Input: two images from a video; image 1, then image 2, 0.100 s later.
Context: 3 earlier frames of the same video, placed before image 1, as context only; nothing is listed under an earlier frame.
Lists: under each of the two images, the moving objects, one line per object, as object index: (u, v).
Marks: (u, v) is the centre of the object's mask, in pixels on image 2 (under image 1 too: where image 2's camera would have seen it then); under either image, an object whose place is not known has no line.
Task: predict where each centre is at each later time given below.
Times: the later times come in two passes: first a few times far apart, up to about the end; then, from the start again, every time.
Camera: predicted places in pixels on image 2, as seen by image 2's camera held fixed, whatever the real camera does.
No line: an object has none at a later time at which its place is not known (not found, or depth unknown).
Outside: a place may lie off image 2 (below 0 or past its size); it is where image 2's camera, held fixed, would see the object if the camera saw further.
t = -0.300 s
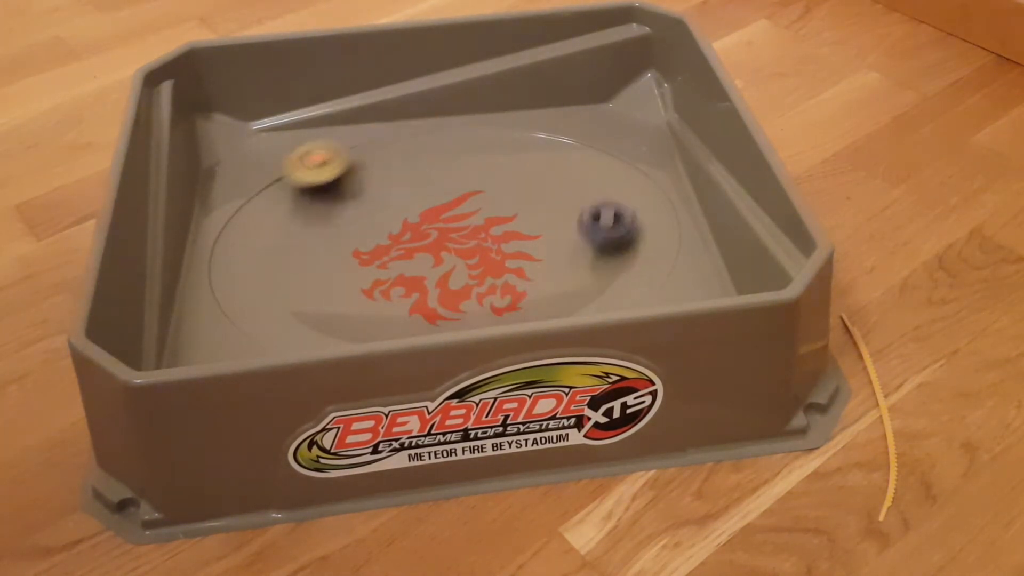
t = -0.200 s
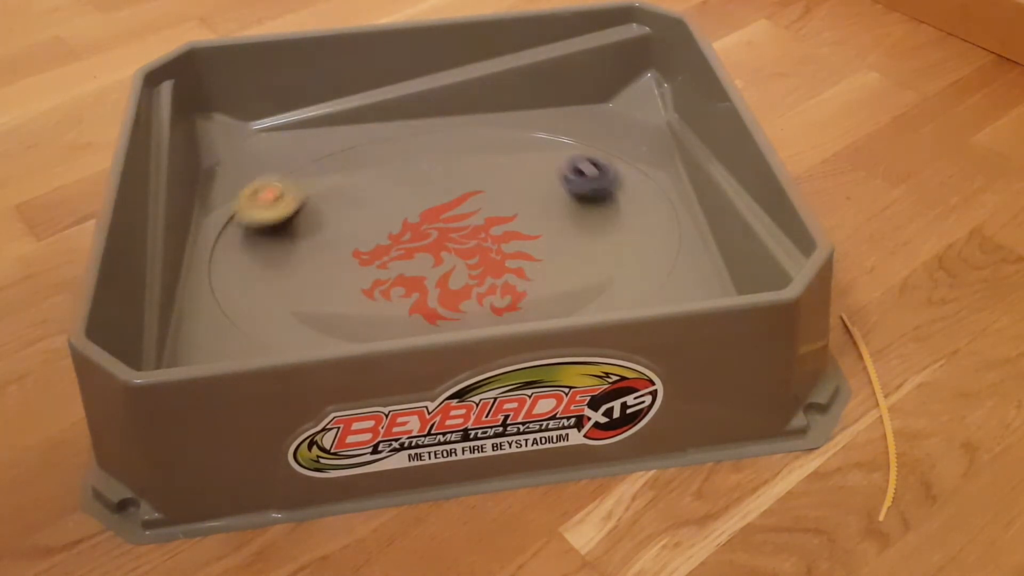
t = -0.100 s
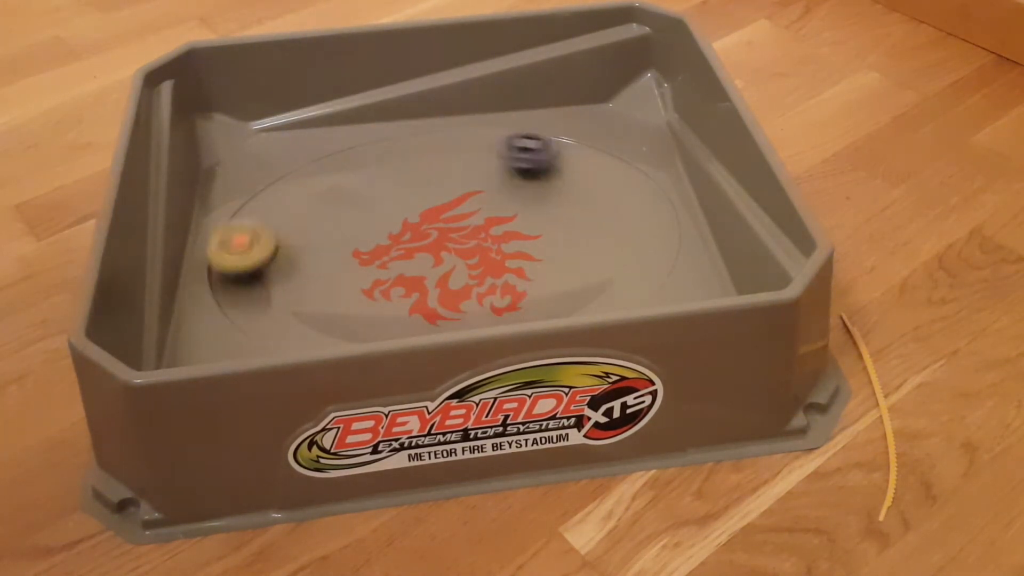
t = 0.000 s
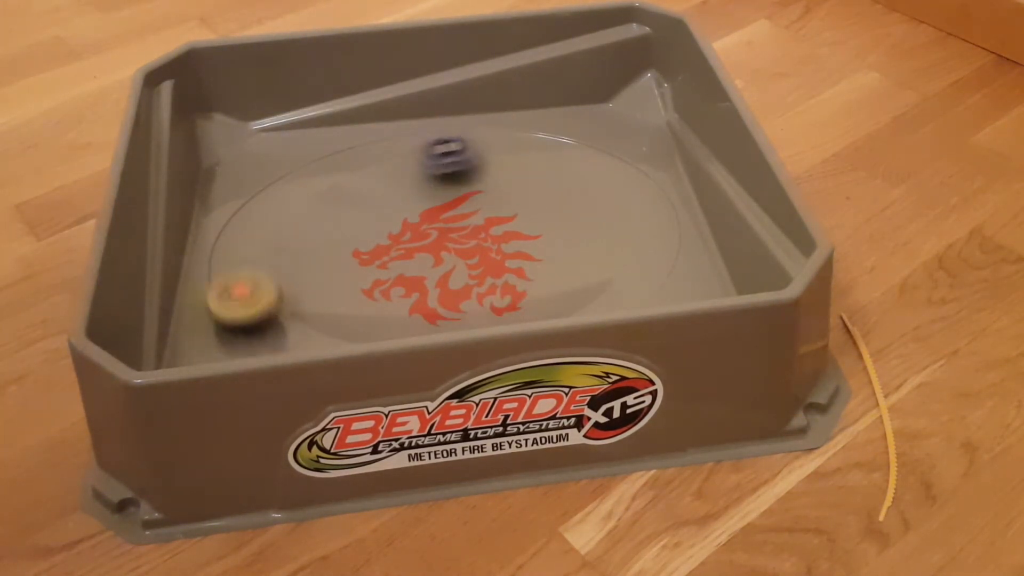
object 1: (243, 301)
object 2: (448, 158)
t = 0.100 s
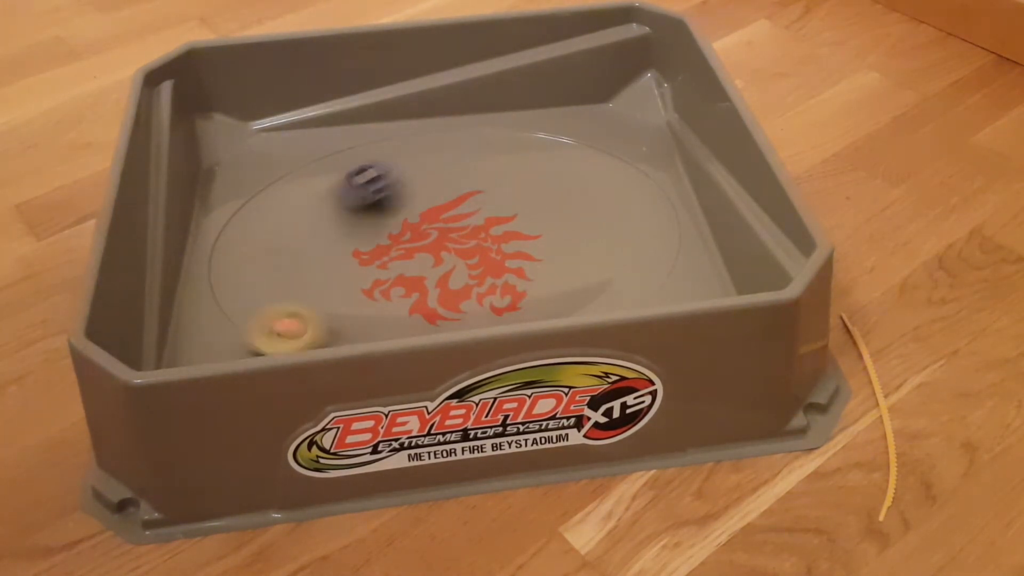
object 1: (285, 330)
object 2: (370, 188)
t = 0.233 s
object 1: (386, 334)
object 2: (303, 250)
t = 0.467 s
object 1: (562, 306)
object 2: (422, 319)
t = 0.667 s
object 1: (649, 241)
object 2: (582, 269)
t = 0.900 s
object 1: (625, 150)
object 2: (549, 174)
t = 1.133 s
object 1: (519, 123)
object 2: (384, 185)
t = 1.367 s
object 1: (418, 133)
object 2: (326, 291)
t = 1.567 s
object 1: (339, 206)
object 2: (475, 311)
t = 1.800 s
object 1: (400, 310)
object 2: (595, 222)
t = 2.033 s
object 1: (579, 276)
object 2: (482, 162)
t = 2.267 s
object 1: (563, 179)
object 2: (327, 229)
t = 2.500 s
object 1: (393, 198)
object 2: (382, 318)
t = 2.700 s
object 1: (323, 279)
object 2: (546, 290)
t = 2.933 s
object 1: (459, 312)
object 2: (558, 187)
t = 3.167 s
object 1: (548, 226)
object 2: (404, 181)
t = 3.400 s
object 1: (423, 178)
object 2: (318, 272)
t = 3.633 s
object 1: (312, 248)
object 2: (458, 310)
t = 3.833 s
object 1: (404, 305)
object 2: (569, 249)
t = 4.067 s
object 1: (552, 242)
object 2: (504, 175)
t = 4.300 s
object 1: (494, 169)
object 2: (356, 210)
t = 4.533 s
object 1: (365, 225)
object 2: (364, 300)
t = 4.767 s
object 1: (426, 306)
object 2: (527, 290)
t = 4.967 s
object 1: (559, 270)
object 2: (564, 210)
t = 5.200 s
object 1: (536, 192)
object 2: (445, 180)
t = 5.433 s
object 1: (385, 209)
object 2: (339, 250)
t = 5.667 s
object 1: (354, 273)
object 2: (420, 318)
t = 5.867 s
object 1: (454, 294)
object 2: (559, 285)
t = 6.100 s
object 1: (480, 234)
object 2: (598, 171)
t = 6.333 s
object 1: (392, 210)
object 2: (565, 130)
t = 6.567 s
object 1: (337, 255)
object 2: (505, 124)
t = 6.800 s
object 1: (437, 291)
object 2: (432, 176)
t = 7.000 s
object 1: (520, 245)
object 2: (387, 258)
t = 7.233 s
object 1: (507, 180)
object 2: (476, 305)
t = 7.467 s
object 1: (401, 210)
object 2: (571, 251)
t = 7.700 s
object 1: (407, 288)
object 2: (489, 206)
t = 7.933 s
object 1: (516, 291)
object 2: (381, 237)
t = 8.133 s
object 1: (542, 232)
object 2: (358, 293)
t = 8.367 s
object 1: (445, 203)
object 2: (473, 301)
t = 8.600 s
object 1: (349, 239)
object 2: (496, 230)
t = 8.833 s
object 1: (379, 297)
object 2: (415, 197)
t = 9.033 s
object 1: (487, 281)
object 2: (343, 235)
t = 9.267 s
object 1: (517, 212)
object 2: (407, 288)
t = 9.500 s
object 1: (439, 185)
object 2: (508, 258)
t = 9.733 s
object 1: (385, 245)
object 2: (506, 196)
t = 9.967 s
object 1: (449, 297)
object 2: (405, 209)
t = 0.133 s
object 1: (306, 332)
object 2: (347, 202)
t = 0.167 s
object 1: (331, 335)
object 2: (328, 216)
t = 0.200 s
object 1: (353, 336)
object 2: (311, 234)
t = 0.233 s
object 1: (386, 334)
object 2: (303, 250)
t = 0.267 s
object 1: (410, 333)
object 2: (301, 268)
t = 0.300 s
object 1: (439, 329)
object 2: (307, 287)
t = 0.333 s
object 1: (466, 326)
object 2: (320, 299)
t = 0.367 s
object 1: (489, 322)
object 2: (336, 311)
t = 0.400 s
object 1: (521, 316)
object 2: (361, 320)
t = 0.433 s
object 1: (542, 312)
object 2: (390, 320)
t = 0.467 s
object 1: (562, 306)
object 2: (422, 319)
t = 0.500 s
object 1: (588, 300)
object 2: (451, 316)
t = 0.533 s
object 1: (608, 291)
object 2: (483, 311)
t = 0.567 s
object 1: (623, 282)
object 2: (513, 306)
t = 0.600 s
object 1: (636, 272)
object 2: (541, 298)
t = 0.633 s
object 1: (644, 258)
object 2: (564, 286)
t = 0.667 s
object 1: (649, 241)
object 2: (582, 269)
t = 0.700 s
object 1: (651, 227)
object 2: (594, 253)
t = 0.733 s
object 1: (655, 212)
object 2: (596, 238)
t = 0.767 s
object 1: (658, 195)
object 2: (593, 223)
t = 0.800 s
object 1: (659, 181)
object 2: (588, 208)
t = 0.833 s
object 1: (652, 166)
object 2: (578, 195)
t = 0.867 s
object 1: (638, 160)
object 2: (566, 183)
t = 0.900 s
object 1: (625, 150)
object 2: (549, 174)
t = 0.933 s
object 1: (607, 144)
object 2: (530, 167)
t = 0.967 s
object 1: (592, 140)
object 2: (508, 162)
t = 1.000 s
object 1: (577, 134)
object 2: (485, 163)
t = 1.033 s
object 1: (563, 128)
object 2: (460, 164)
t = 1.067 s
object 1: (549, 126)
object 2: (436, 168)
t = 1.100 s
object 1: (533, 125)
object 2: (410, 176)
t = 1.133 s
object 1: (519, 123)
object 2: (384, 185)
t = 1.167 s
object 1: (506, 121)
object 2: (361, 197)
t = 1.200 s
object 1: (492, 121)
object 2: (341, 212)
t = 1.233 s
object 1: (477, 120)
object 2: (326, 228)
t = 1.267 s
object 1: (463, 122)
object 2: (316, 243)
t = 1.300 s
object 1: (447, 124)
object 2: (312, 260)
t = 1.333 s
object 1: (432, 128)
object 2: (315, 275)
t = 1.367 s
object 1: (418, 133)
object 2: (326, 291)
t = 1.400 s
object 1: (405, 140)
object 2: (340, 303)
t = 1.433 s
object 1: (390, 148)
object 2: (362, 313)
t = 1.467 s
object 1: (378, 157)
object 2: (386, 316)
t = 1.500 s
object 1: (365, 170)
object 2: (416, 317)
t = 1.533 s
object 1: (350, 188)
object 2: (442, 314)
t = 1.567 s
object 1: (339, 206)
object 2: (475, 311)
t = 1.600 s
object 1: (331, 228)
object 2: (504, 305)
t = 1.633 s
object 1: (329, 246)
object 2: (533, 298)
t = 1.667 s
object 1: (332, 264)
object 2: (555, 287)
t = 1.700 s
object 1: (342, 280)
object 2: (574, 271)
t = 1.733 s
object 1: (358, 294)
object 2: (586, 255)
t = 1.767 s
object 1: (377, 304)
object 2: (594, 238)
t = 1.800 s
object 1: (400, 310)
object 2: (595, 222)
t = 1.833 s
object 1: (425, 312)
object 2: (591, 207)
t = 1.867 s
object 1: (454, 311)
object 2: (582, 193)
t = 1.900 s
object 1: (482, 307)
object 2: (568, 182)
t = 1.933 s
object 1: (508, 304)
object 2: (551, 174)
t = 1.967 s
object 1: (539, 296)
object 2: (531, 168)
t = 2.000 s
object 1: (563, 288)
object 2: (507, 163)
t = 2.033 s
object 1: (579, 276)
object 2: (482, 162)
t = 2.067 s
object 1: (595, 260)
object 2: (457, 164)
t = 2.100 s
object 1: (604, 243)
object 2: (432, 170)
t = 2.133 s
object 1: (607, 228)
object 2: (407, 177)
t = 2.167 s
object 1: (604, 213)
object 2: (384, 187)
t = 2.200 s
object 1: (594, 199)
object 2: (362, 199)
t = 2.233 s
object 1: (580, 188)
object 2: (341, 212)
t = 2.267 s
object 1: (563, 179)
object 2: (327, 229)
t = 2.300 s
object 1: (542, 174)
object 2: (319, 245)
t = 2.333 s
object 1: (519, 172)
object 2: (316, 261)
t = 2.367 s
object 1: (493, 171)
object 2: (317, 277)
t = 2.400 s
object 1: (469, 174)
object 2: (327, 291)
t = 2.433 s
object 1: (443, 180)
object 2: (340, 302)
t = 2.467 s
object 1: (417, 188)
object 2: (363, 313)
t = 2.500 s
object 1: (393, 198)
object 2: (382, 318)
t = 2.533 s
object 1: (372, 211)
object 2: (413, 317)
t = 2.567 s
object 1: (356, 224)
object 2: (441, 315)
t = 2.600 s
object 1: (335, 237)
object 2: (468, 311)
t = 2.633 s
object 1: (327, 250)
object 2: (498, 306)
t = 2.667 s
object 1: (321, 266)
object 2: (518, 299)
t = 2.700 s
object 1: (323, 279)
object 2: (546, 290)
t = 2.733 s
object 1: (328, 291)
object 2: (564, 275)
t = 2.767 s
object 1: (340, 304)
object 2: (577, 260)
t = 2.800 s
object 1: (361, 314)
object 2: (583, 243)
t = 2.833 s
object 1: (381, 317)
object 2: (585, 227)
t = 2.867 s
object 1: (405, 317)
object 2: (581, 213)
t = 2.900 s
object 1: (434, 315)
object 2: (572, 199)
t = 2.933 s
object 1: (459, 312)
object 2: (558, 187)
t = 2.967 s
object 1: (488, 306)
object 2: (542, 179)
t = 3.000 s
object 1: (511, 299)
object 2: (522, 174)
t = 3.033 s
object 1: (529, 289)
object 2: (500, 170)
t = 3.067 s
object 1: (544, 273)
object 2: (477, 169)
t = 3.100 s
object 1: (551, 256)
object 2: (454, 171)
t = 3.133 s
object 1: (552, 240)
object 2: (428, 175)
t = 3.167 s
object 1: (548, 226)
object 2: (404, 181)
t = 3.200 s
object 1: (539, 212)
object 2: (382, 190)
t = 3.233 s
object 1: (525, 199)
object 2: (360, 200)
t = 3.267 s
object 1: (509, 188)
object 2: (341, 213)
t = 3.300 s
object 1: (489, 181)
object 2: (328, 228)
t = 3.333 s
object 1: (468, 177)
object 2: (319, 242)
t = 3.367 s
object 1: (447, 176)
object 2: (316, 257)
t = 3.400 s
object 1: (423, 178)
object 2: (318, 272)
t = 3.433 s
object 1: (399, 182)
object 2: (325, 285)
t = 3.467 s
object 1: (378, 189)
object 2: (339, 298)
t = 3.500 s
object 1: (353, 194)
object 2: (357, 308)
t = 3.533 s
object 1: (336, 205)
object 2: (380, 314)
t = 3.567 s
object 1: (323, 221)
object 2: (403, 315)
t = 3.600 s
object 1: (315, 234)
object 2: (432, 313)
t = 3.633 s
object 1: (312, 248)
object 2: (458, 310)
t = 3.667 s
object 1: (314, 262)
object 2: (485, 306)
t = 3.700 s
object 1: (324, 276)
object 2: (509, 300)
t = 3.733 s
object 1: (337, 286)
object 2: (529, 291)
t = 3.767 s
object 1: (357, 295)
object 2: (548, 278)
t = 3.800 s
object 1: (381, 302)
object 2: (561, 264)
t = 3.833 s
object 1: (404, 305)
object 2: (569, 249)
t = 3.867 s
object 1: (433, 304)
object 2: (571, 234)
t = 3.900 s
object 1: (459, 301)
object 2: (569, 220)
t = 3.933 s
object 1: (484, 294)
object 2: (563, 206)
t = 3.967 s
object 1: (508, 285)
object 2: (552, 195)
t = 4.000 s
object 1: (528, 272)
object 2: (538, 186)
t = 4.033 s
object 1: (542, 257)
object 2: (523, 180)
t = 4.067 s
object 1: (552, 242)
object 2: (504, 175)
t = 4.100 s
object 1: (557, 227)
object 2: (484, 173)
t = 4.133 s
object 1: (558, 213)
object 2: (462, 174)
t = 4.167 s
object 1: (552, 200)
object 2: (440, 177)
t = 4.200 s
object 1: (544, 188)
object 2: (416, 182)
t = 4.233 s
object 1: (529, 178)
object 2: (393, 189)
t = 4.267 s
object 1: (514, 172)
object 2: (374, 199)
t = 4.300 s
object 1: (494, 169)
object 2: (356, 210)
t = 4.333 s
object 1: (474, 170)
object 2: (342, 224)
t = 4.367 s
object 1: (453, 173)
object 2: (337, 238)
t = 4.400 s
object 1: (432, 180)
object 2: (330, 251)
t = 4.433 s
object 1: (408, 188)
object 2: (330, 264)
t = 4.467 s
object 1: (391, 199)
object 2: (338, 279)
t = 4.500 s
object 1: (376, 212)
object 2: (348, 290)
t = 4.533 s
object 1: (365, 225)
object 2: (364, 300)
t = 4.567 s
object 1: (360, 241)
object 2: (385, 307)
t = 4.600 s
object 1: (361, 256)
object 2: (408, 310)
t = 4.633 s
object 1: (366, 270)
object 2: (428, 310)
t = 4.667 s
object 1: (374, 283)
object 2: (457, 308)
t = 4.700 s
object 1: (389, 293)
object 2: (484, 305)
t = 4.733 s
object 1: (405, 301)
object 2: (507, 299)
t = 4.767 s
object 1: (426, 306)
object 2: (527, 290)
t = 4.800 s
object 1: (451, 306)
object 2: (546, 278)
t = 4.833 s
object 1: (475, 303)
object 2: (559, 264)
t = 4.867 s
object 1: (501, 299)
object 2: (567, 250)
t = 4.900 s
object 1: (524, 293)
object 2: (570, 236)
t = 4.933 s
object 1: (543, 284)
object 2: (569, 221)
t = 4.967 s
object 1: (559, 270)
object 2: (564, 210)
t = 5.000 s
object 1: (571, 258)
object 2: (555, 199)
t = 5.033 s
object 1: (576, 244)
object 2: (542, 190)
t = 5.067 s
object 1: (577, 231)
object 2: (527, 184)
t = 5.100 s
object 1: (572, 218)
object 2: (507, 179)
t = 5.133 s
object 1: (564, 207)
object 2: (487, 177)
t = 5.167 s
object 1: (551, 199)
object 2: (467, 177)
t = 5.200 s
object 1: (536, 192)
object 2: (445, 180)
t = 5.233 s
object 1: (518, 187)
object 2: (423, 185)
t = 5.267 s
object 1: (494, 182)
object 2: (402, 192)
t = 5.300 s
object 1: (471, 183)
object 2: (383, 202)
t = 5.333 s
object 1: (450, 188)
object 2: (365, 213)
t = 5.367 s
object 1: (427, 194)
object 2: (352, 225)
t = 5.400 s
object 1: (405, 200)
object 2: (344, 238)
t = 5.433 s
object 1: (385, 209)
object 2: (339, 250)
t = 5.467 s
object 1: (370, 218)
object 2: (339, 263)
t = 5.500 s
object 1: (357, 229)
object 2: (343, 277)
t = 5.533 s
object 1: (350, 238)
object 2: (346, 291)
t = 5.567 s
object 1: (346, 247)
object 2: (358, 305)
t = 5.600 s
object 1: (345, 255)
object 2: (373, 314)
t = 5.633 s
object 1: (349, 264)
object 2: (395, 318)
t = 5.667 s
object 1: (354, 273)
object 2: (420, 318)
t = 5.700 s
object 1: (364, 281)
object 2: (447, 316)
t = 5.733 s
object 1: (377, 288)
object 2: (473, 312)
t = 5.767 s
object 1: (393, 294)
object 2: (497, 308)
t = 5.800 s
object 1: (413, 296)
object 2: (523, 302)
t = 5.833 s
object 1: (434, 297)
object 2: (544, 296)
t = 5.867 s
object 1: (454, 294)
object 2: (559, 285)
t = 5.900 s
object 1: (476, 288)
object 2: (570, 269)
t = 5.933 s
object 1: (493, 279)
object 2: (578, 254)
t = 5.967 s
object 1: (505, 267)
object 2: (579, 239)
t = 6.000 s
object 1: (517, 253)
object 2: (577, 228)
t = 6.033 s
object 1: (508, 249)
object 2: (585, 209)
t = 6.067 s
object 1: (494, 240)
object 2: (594, 189)
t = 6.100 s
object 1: (480, 234)
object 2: (598, 171)
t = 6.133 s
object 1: (467, 230)
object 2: (600, 158)
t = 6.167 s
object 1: (455, 224)
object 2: (602, 147)
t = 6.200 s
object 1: (442, 219)
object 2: (601, 138)
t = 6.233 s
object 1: (429, 214)
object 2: (588, 138)
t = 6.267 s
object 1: (417, 209)
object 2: (579, 134)
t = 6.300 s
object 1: (406, 210)
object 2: (572, 132)
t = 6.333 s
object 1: (392, 210)
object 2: (565, 130)
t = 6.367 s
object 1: (379, 212)
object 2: (554, 129)
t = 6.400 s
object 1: (367, 215)
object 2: (546, 126)
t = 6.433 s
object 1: (356, 221)
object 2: (538, 125)
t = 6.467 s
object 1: (346, 228)
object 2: (531, 124)
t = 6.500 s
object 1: (340, 237)
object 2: (522, 123)
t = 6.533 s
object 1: (337, 246)
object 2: (514, 123)
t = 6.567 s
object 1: (337, 255)
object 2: (505, 124)
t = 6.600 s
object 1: (342, 265)
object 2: (497, 126)
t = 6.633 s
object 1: (351, 273)
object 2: (487, 130)
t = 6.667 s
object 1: (363, 280)
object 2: (476, 135)
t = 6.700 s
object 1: (380, 286)
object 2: (468, 142)
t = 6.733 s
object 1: (398, 290)
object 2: (459, 150)
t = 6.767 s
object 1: (415, 289)
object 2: (446, 163)
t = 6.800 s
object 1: (437, 291)
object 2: (432, 176)
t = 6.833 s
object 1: (455, 286)
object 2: (417, 191)
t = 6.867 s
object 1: (471, 281)
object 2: (404, 204)
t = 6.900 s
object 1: (487, 273)
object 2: (393, 220)
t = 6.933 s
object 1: (500, 266)
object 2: (388, 233)
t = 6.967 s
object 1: (511, 257)
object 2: (385, 246)
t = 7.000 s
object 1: (520, 245)
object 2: (387, 258)
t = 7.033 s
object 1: (527, 234)
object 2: (392, 270)
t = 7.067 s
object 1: (530, 223)
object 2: (399, 281)
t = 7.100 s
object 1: (532, 214)
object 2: (410, 291)
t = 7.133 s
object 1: (530, 203)
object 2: (424, 298)
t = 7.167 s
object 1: (525, 195)
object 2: (439, 304)
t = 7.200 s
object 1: (518, 187)
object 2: (457, 305)
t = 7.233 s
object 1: (507, 180)
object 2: (476, 305)
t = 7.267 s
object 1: (492, 178)
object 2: (494, 302)
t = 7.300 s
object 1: (476, 177)
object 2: (511, 298)
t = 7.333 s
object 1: (459, 180)
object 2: (530, 293)
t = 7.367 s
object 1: (441, 184)
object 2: (544, 284)
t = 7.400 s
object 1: (427, 191)
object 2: (558, 273)
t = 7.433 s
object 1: (412, 200)
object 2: (567, 262)
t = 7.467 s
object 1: (401, 210)
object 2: (571, 251)
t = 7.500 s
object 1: (393, 222)
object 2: (572, 240)
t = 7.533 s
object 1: (389, 233)
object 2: (567, 230)
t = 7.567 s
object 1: (387, 245)
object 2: (556, 222)
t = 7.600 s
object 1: (389, 257)
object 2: (543, 215)
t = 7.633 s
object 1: (392, 270)
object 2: (527, 211)
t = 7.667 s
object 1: (398, 278)
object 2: (509, 208)
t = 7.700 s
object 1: (407, 288)
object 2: (489, 206)
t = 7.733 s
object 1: (419, 296)
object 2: (472, 207)
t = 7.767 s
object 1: (432, 300)
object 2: (453, 210)
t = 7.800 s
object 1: (449, 303)
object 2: (437, 214)
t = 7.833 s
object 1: (463, 301)
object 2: (422, 218)
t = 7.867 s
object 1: (484, 299)
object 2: (405, 223)
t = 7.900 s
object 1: (501, 297)
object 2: (394, 230)
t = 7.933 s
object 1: (516, 291)
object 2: (381, 237)
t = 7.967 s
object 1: (527, 284)
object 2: (370, 245)
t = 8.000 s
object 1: (539, 273)
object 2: (362, 255)
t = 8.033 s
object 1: (547, 261)
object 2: (356, 266)
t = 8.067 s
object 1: (550, 250)
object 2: (352, 275)
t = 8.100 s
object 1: (547, 240)
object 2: (353, 284)
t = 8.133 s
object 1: (542, 232)
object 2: (358, 293)
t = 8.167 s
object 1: (533, 222)
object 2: (367, 300)
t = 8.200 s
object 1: (522, 215)
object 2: (382, 307)
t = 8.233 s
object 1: (509, 209)
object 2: (400, 311)
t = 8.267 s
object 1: (494, 205)
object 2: (416, 313)
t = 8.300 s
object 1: (480, 203)
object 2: (437, 311)
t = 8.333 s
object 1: (462, 201)
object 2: (456, 307)
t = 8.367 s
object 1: (445, 203)
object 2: (473, 301)
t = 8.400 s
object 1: (429, 203)
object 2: (488, 293)
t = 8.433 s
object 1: (412, 205)
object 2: (498, 282)
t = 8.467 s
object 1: (397, 209)
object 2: (502, 269)
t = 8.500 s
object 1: (381, 216)
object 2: (506, 261)
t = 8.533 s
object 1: (368, 222)
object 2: (505, 248)
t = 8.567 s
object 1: (357, 230)
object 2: (502, 238)
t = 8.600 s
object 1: (349, 239)
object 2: (496, 230)
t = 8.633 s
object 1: (343, 247)
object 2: (489, 221)
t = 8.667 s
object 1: (341, 257)
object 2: (482, 214)
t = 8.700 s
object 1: (341, 267)
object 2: (471, 207)
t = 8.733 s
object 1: (345, 276)
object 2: (459, 202)
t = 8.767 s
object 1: (353, 284)
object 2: (446, 198)
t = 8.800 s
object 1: (365, 292)
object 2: (431, 197)
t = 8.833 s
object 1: (379, 297)
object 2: (415, 197)
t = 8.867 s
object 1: (397, 301)
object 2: (398, 200)
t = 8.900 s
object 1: (417, 301)
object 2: (386, 204)
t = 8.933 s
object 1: (436, 300)
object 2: (372, 208)
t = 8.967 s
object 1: (454, 296)
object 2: (359, 215)
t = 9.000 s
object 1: (471, 290)
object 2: (350, 225)
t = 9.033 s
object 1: (487, 281)
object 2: (343, 235)
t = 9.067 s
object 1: (498, 272)
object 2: (340, 245)
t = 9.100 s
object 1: (507, 261)
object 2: (345, 255)
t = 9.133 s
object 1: (514, 250)
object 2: (349, 265)
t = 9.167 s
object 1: (517, 239)
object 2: (360, 273)
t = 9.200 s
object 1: (520, 231)
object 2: (375, 279)
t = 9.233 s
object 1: (519, 220)
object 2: (390, 285)
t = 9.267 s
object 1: (517, 212)
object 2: (407, 288)
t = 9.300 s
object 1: (511, 200)
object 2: (427, 289)
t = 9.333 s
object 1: (502, 193)
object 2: (445, 288)
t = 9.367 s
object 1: (493, 187)
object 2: (460, 286)
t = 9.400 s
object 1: (482, 183)
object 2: (474, 279)
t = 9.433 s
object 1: (469, 182)
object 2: (488, 272)
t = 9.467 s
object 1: (453, 183)
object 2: (498, 265)
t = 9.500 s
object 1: (439, 185)
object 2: (508, 258)
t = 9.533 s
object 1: (425, 190)
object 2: (516, 249)
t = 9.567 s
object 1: (412, 196)
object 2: (521, 239)
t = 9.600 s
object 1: (400, 205)
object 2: (524, 230)
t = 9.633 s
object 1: (391, 215)
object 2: (524, 221)
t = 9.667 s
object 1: (386, 226)
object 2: (521, 211)
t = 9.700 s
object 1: (384, 237)
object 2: (515, 202)
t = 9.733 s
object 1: (385, 245)
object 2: (506, 196)
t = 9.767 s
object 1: (388, 255)
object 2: (493, 192)
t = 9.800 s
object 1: (393, 267)
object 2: (479, 189)
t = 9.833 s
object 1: (401, 276)
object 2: (464, 190)
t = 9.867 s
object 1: (410, 283)
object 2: (450, 191)
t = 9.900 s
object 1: (420, 288)
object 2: (431, 195)
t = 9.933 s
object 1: (435, 293)
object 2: (418, 201)
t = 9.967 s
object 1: (449, 297)
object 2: (405, 209)
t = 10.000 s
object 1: (464, 297)
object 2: (395, 220)
